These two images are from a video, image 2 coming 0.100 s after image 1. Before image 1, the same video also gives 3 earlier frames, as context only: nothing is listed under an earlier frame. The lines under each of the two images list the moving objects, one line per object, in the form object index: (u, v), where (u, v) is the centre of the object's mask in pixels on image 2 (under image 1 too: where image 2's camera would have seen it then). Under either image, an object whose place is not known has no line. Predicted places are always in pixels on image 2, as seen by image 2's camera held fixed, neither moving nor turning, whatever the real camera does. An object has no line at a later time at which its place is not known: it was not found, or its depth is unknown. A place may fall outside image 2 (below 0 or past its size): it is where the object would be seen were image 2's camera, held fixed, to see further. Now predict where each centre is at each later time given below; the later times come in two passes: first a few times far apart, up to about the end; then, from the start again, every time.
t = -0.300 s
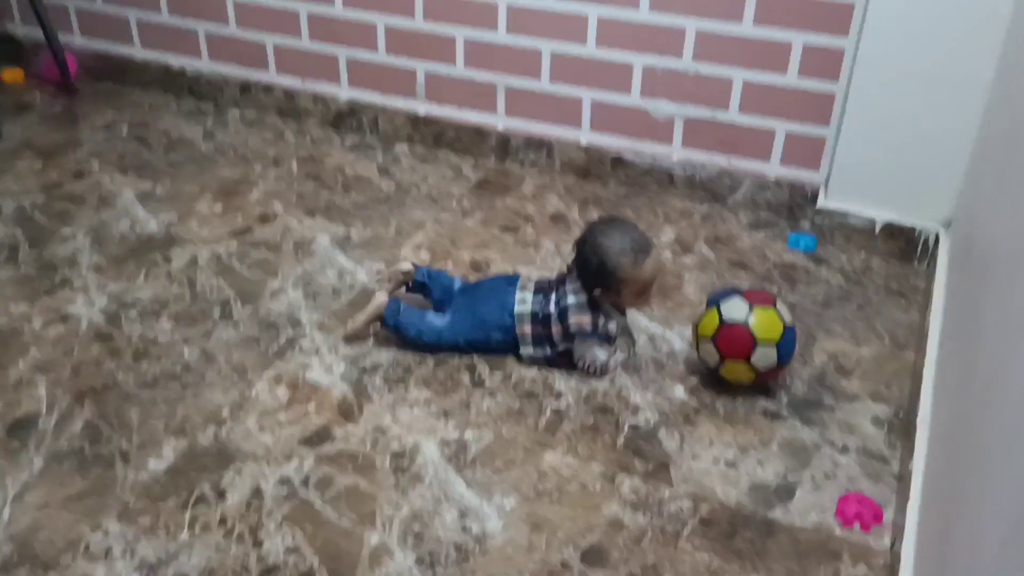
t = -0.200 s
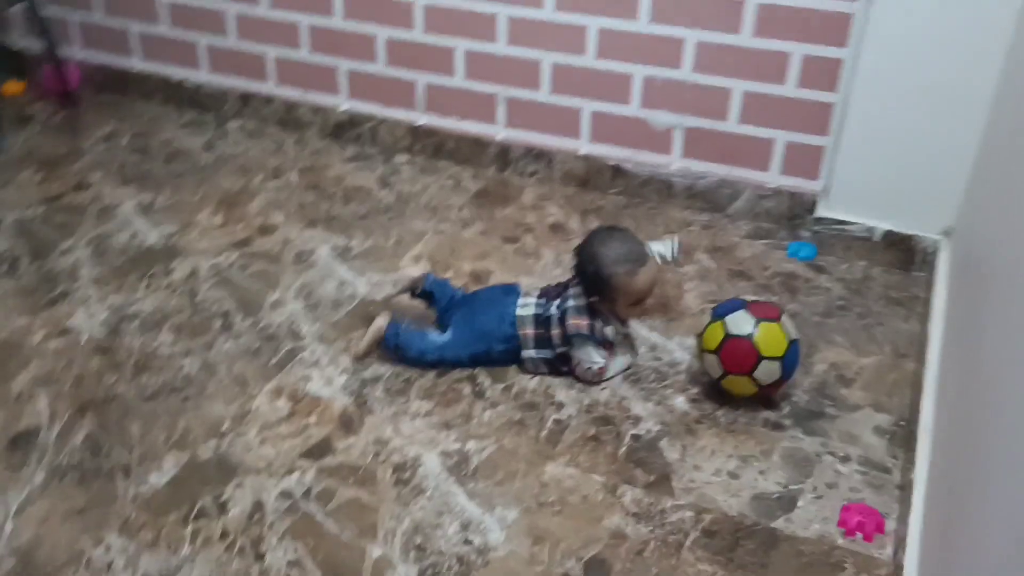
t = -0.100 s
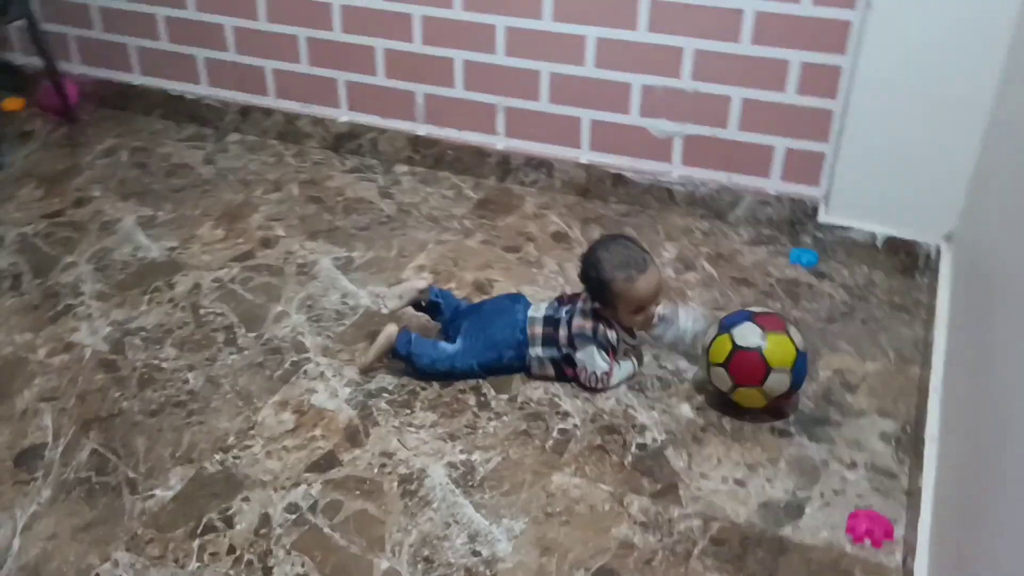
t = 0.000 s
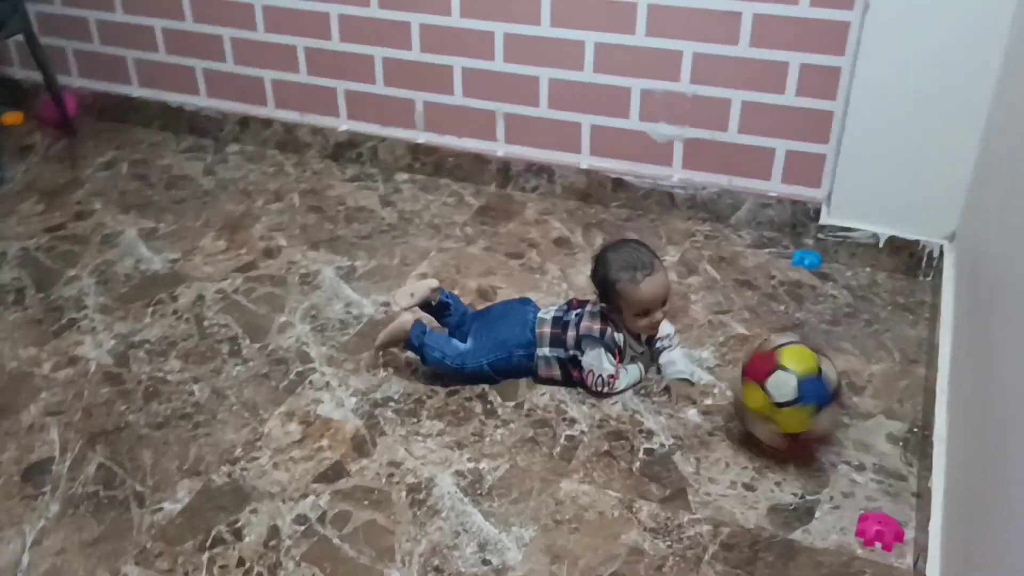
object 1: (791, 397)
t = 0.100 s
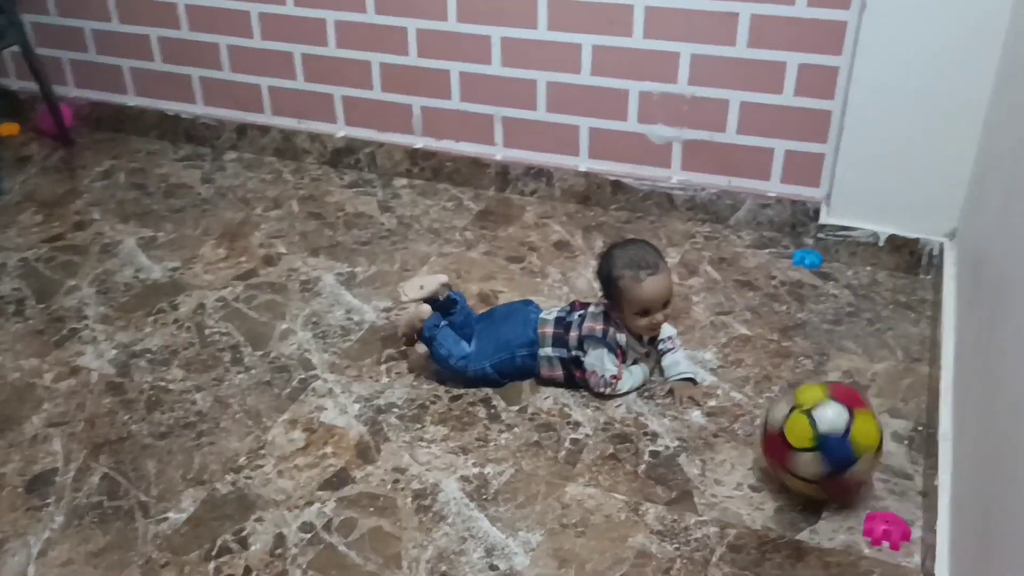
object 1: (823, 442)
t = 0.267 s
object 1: (839, 487)
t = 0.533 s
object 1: (806, 502)
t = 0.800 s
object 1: (768, 496)
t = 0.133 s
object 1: (830, 448)
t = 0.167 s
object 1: (836, 460)
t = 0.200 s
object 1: (841, 472)
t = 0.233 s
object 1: (840, 480)
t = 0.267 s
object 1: (839, 487)
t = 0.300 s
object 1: (835, 491)
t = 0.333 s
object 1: (831, 497)
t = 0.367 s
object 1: (827, 498)
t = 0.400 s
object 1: (823, 501)
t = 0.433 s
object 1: (818, 502)
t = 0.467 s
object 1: (816, 503)
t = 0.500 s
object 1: (812, 502)
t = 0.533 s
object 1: (806, 502)
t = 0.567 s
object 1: (802, 502)
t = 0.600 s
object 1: (798, 501)
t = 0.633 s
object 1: (792, 500)
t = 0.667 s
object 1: (786, 500)
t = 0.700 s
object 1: (782, 498)
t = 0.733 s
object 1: (776, 498)
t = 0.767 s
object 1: (772, 497)
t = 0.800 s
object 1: (768, 496)
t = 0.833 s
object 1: (762, 495)
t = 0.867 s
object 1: (757, 494)
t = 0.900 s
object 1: (752, 495)
